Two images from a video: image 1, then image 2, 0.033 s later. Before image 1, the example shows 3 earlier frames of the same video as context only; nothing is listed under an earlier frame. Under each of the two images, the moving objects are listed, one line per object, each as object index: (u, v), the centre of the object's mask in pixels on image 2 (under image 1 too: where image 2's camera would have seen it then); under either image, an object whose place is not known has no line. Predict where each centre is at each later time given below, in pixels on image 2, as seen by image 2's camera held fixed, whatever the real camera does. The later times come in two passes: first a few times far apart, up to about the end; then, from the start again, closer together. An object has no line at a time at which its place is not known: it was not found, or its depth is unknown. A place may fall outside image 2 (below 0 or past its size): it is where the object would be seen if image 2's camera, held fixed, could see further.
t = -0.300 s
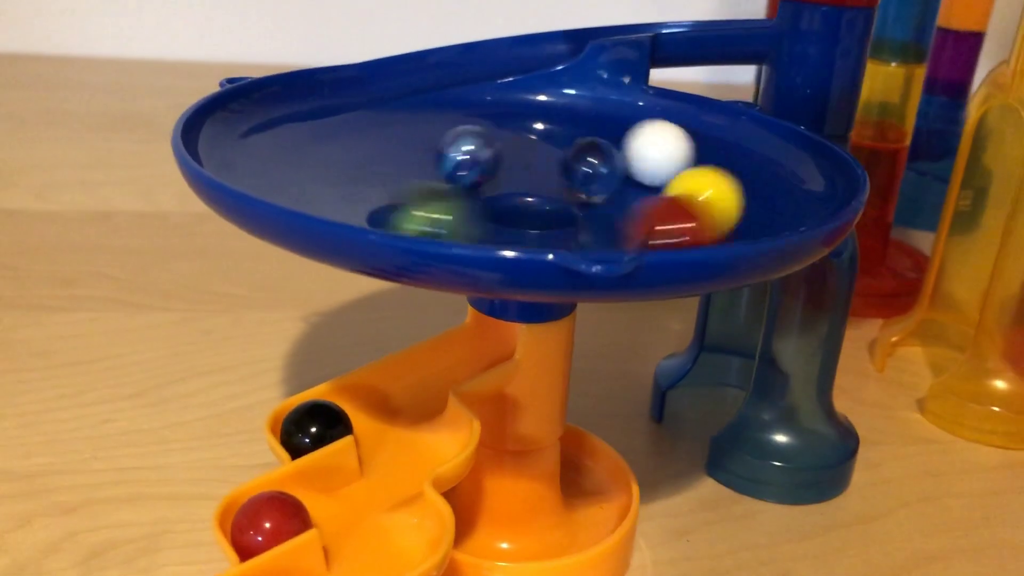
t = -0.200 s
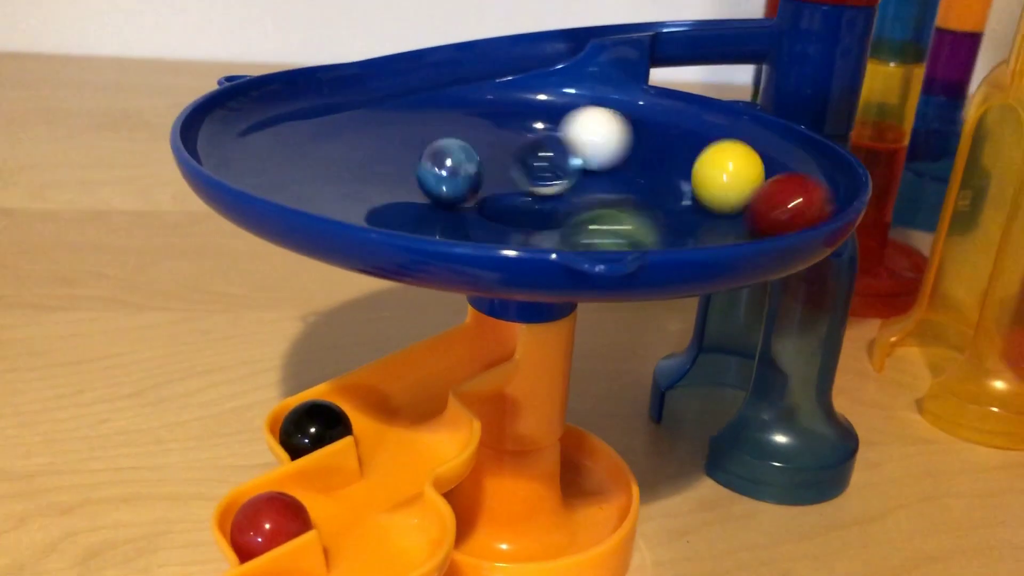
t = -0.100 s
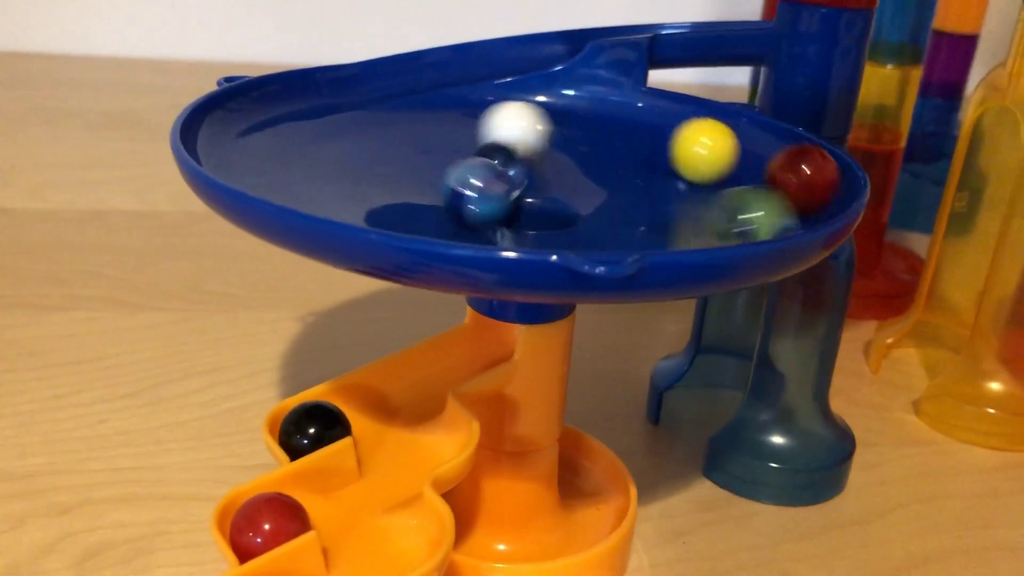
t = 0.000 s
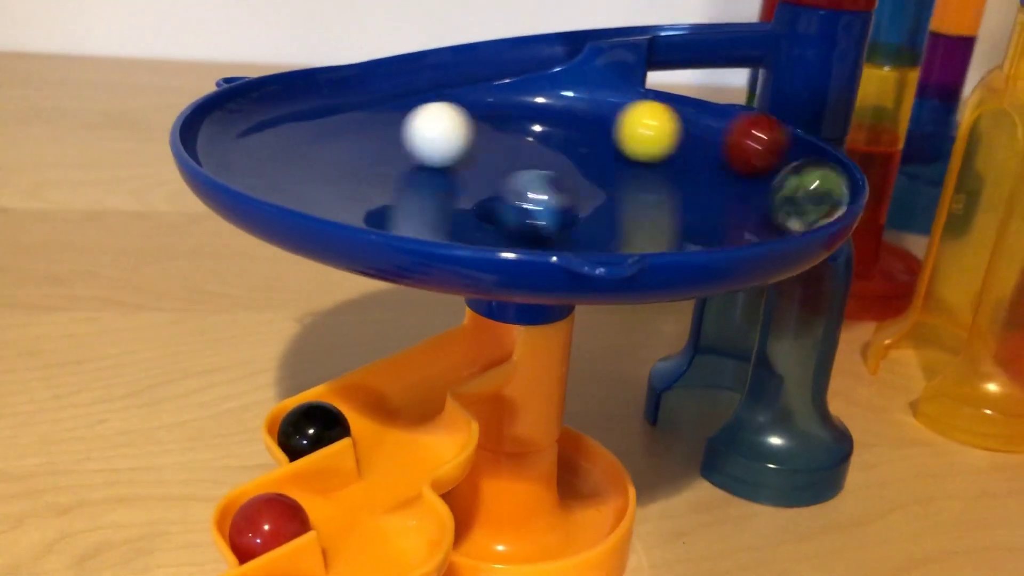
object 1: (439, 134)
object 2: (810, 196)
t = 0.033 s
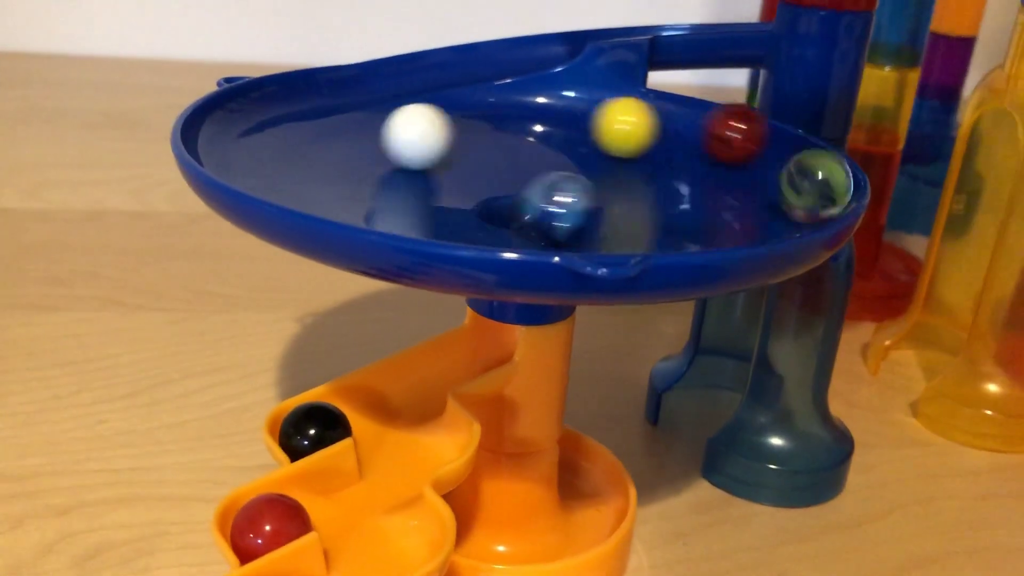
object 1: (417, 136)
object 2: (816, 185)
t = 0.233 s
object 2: (706, 130)
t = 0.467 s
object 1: (565, 210)
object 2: (473, 102)
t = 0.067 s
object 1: (399, 138)
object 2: (812, 173)
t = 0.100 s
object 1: (385, 143)
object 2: (800, 163)
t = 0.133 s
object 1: (375, 148)
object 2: (783, 154)
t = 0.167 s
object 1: (370, 154)
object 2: (762, 145)
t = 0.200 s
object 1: (371, 161)
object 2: (733, 136)
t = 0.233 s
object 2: (706, 130)
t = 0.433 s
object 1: (531, 208)
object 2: (506, 103)
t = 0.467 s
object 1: (565, 210)
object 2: (473, 102)
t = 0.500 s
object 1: (597, 209)
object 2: (438, 100)
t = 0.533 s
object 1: (626, 207)
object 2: (406, 100)
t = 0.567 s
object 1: (650, 202)
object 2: (376, 101)
